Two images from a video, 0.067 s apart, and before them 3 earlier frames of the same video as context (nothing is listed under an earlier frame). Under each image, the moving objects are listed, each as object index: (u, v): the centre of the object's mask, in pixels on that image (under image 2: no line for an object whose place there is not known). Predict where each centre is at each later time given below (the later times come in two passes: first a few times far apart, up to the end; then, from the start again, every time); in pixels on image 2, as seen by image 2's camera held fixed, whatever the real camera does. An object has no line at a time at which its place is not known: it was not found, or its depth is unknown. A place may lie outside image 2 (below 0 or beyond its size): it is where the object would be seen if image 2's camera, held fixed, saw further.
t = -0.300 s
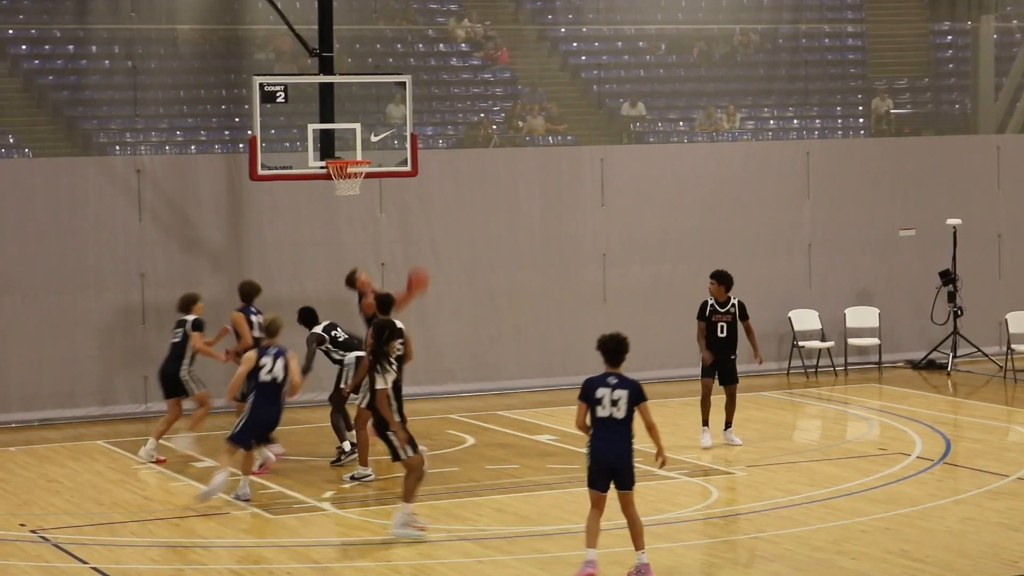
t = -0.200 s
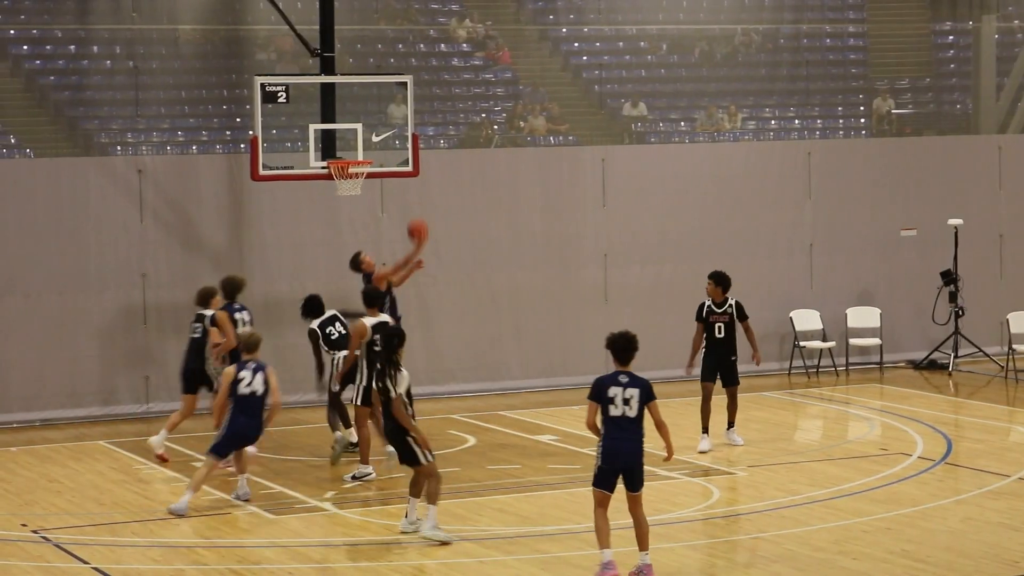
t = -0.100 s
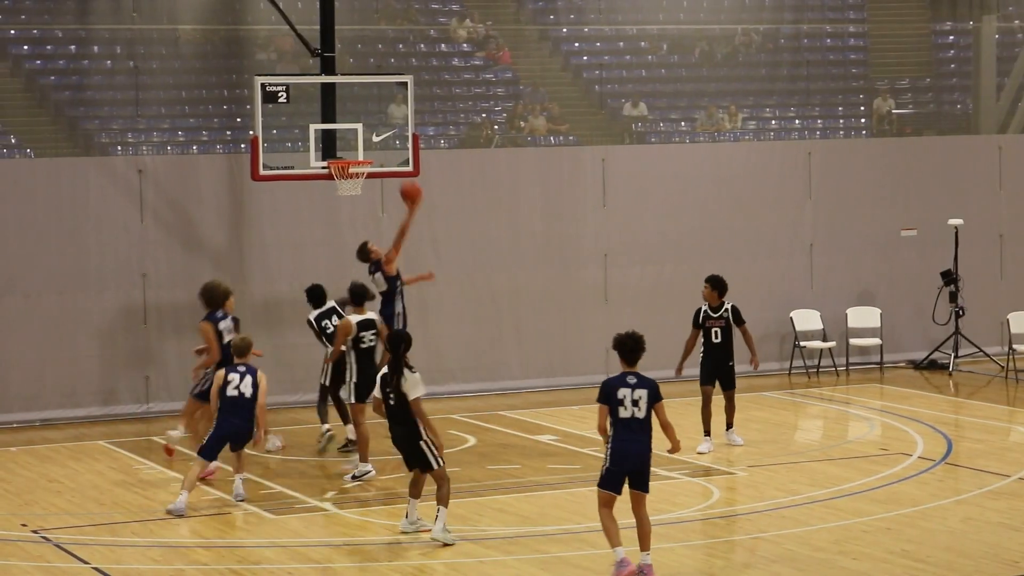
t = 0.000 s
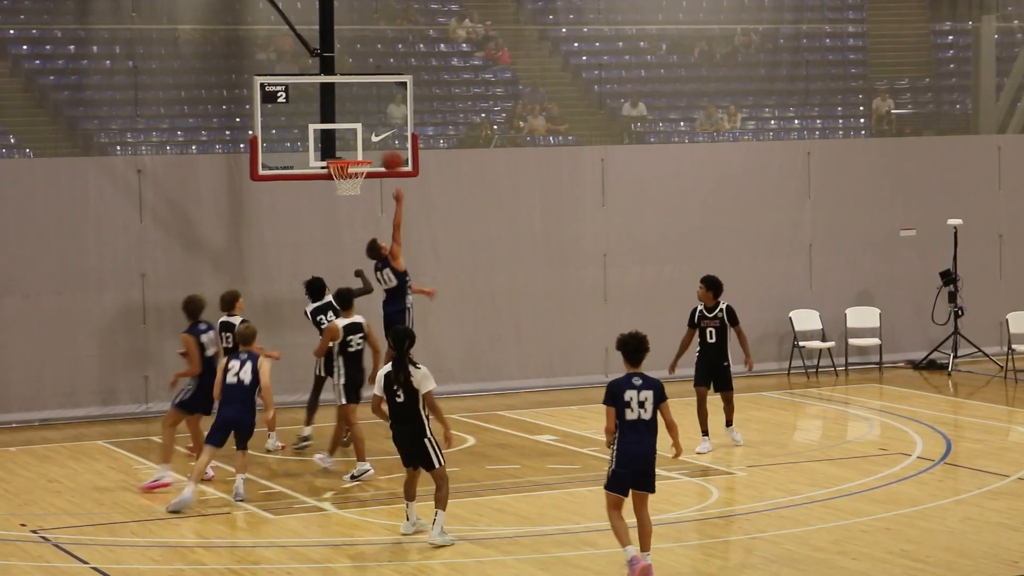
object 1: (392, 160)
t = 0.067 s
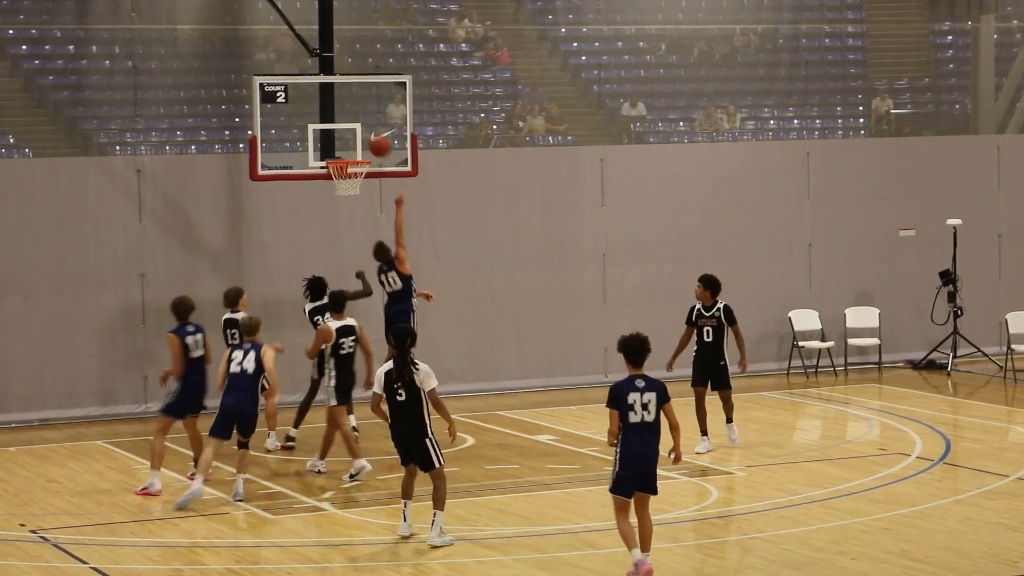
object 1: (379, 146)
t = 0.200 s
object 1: (362, 132)
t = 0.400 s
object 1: (353, 153)
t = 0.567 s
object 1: (348, 191)
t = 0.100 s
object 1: (374, 140)
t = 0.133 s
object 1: (368, 135)
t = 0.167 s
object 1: (363, 132)
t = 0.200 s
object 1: (362, 132)
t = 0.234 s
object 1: (360, 133)
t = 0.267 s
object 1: (359, 136)
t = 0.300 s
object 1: (358, 138)
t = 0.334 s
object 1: (355, 142)
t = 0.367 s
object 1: (354, 147)
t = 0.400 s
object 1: (353, 153)
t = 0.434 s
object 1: (352, 159)
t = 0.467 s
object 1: (348, 172)
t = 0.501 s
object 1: (348, 176)
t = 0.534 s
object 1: (348, 182)
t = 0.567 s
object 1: (348, 191)
